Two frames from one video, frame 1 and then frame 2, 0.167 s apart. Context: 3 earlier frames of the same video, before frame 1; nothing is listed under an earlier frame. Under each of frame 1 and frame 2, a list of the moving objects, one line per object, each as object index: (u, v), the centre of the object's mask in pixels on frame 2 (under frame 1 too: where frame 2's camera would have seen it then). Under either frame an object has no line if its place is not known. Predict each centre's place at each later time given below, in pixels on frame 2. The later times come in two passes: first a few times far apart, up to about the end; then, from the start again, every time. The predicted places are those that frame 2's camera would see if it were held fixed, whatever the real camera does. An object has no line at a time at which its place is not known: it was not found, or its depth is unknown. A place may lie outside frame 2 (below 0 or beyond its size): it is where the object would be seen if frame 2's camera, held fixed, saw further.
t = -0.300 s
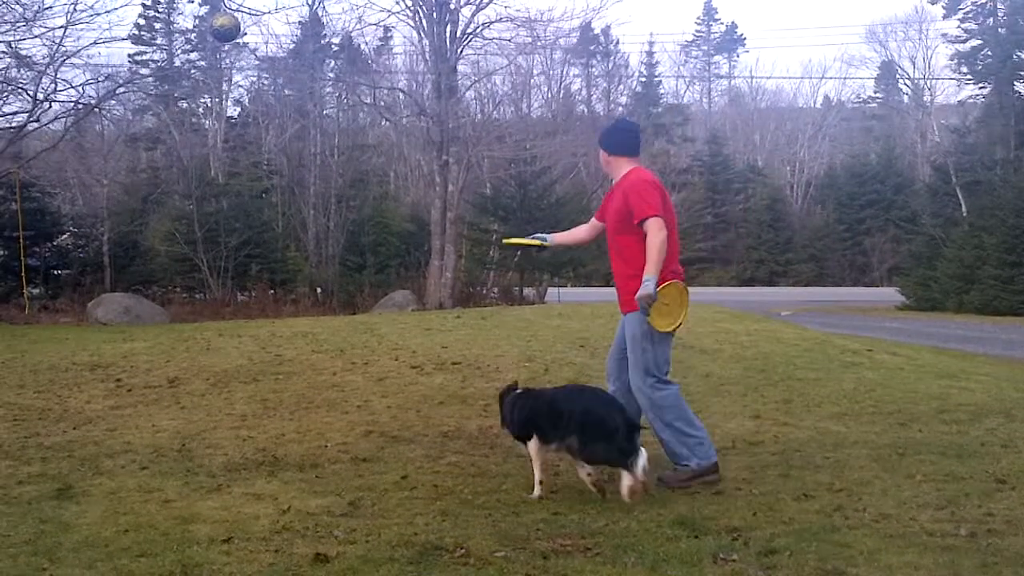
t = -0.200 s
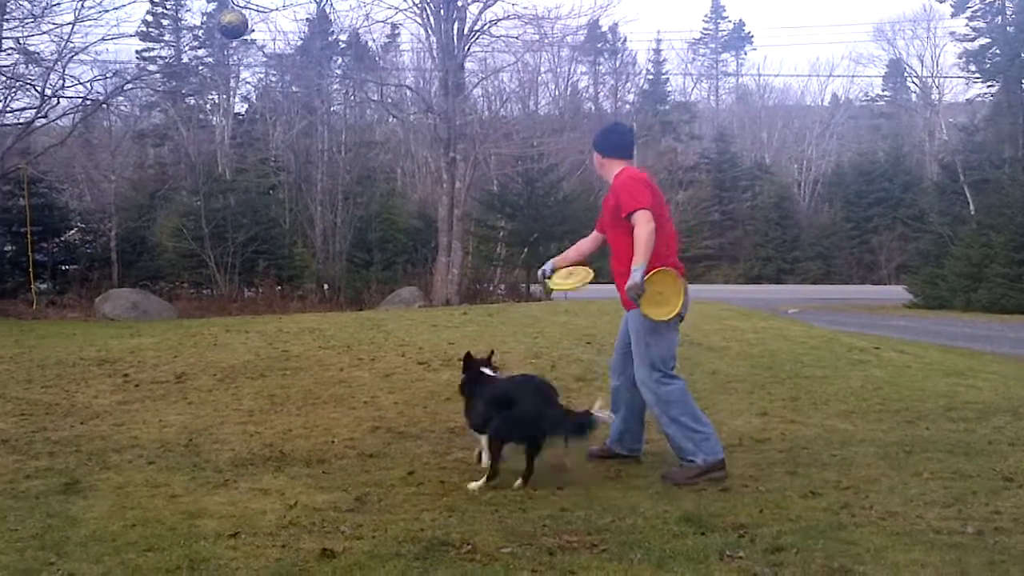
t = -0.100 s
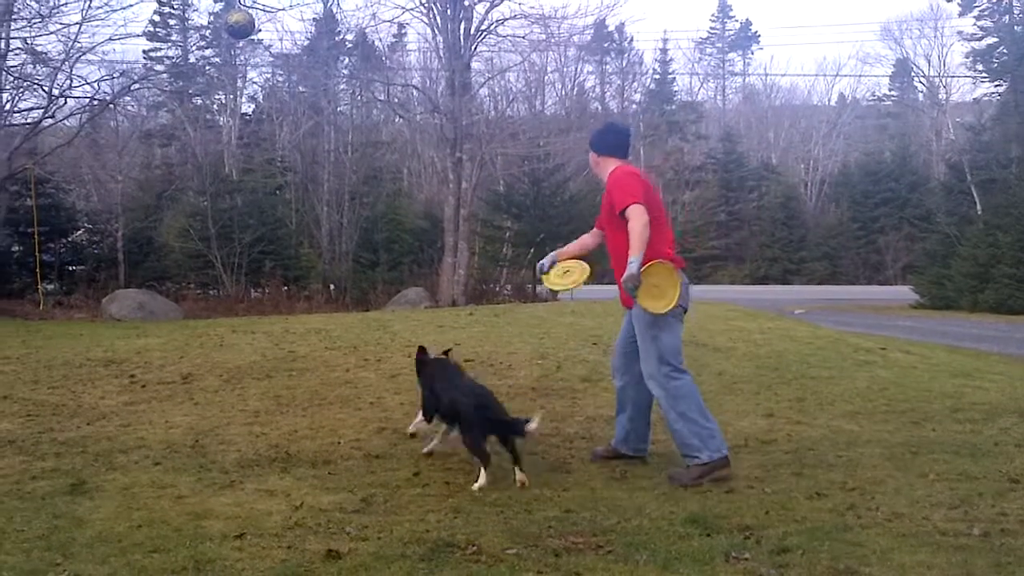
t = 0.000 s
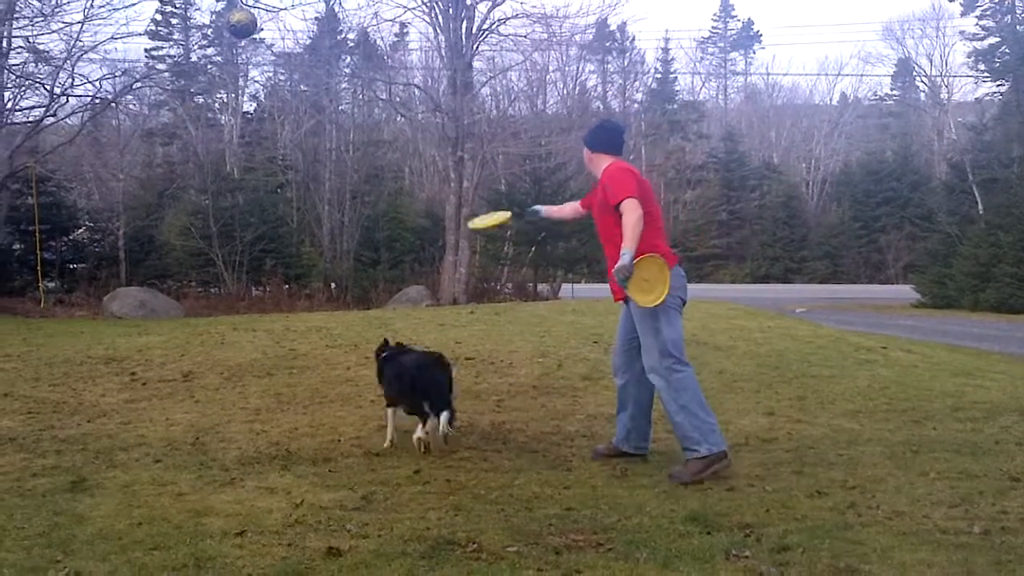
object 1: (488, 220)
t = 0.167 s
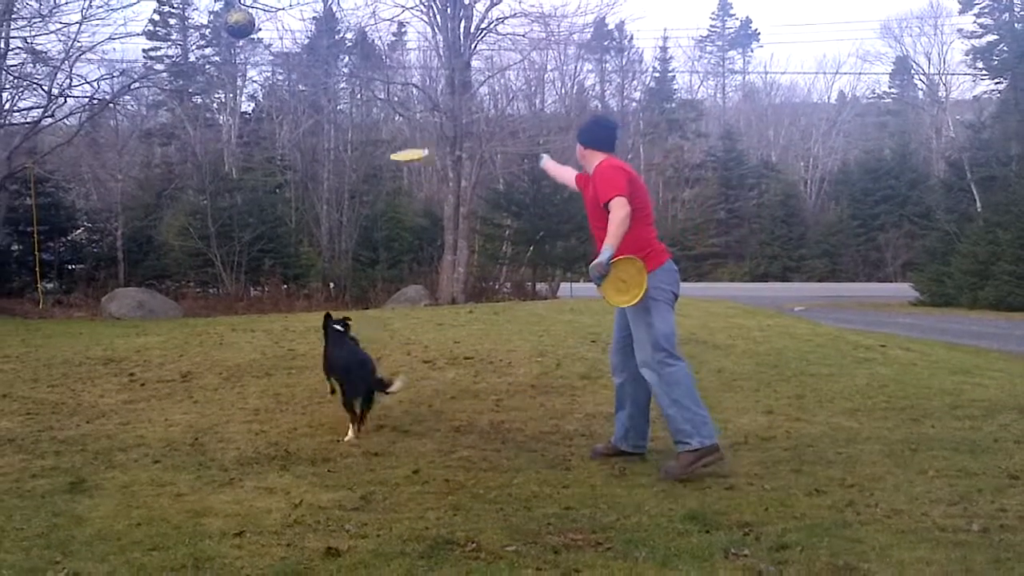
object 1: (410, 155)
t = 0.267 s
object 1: (373, 137)
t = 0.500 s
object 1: (306, 122)
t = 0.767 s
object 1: (253, 118)
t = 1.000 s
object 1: (225, 128)
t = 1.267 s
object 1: (205, 150)
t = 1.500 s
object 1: (195, 174)
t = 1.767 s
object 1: (186, 203)
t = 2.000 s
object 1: (172, 226)
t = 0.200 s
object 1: (395, 148)
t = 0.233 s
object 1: (384, 142)
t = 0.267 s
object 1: (373, 137)
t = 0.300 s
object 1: (361, 134)
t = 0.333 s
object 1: (351, 130)
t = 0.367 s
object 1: (340, 128)
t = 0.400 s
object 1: (331, 126)
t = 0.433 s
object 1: (321, 125)
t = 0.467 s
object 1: (314, 123)
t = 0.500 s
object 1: (306, 122)
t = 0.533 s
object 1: (298, 121)
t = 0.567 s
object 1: (290, 119)
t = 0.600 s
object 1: (284, 119)
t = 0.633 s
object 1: (279, 118)
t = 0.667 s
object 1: (268, 118)
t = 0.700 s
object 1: (265, 117)
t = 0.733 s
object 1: (259, 118)
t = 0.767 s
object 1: (253, 118)
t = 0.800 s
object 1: (250, 119)
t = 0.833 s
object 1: (244, 120)
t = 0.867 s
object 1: (240, 122)
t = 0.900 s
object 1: (236, 123)
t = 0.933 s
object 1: (231, 124)
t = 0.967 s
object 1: (228, 126)
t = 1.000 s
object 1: (225, 128)
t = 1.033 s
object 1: (221, 130)
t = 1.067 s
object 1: (219, 132)
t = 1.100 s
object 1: (215, 134)
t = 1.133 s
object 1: (212, 137)
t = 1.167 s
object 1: (211, 140)
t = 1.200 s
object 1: (209, 143)
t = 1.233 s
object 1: (207, 146)
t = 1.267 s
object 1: (205, 150)
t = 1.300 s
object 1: (203, 153)
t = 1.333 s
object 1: (202, 157)
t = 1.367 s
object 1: (200, 160)
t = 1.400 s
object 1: (199, 163)
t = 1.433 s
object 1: (197, 167)
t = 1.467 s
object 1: (196, 170)
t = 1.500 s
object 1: (195, 174)
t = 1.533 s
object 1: (194, 177)
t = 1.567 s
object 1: (193, 181)
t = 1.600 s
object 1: (191, 185)
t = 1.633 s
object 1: (190, 188)
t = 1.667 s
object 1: (189, 192)
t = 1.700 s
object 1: (187, 195)
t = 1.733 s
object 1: (186, 199)
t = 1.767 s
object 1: (186, 203)
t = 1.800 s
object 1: (183, 206)
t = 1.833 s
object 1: (182, 209)
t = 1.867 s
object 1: (180, 213)
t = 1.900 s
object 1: (178, 216)
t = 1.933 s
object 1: (176, 219)
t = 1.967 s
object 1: (174, 223)
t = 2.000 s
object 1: (172, 226)
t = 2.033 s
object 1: (170, 230)
